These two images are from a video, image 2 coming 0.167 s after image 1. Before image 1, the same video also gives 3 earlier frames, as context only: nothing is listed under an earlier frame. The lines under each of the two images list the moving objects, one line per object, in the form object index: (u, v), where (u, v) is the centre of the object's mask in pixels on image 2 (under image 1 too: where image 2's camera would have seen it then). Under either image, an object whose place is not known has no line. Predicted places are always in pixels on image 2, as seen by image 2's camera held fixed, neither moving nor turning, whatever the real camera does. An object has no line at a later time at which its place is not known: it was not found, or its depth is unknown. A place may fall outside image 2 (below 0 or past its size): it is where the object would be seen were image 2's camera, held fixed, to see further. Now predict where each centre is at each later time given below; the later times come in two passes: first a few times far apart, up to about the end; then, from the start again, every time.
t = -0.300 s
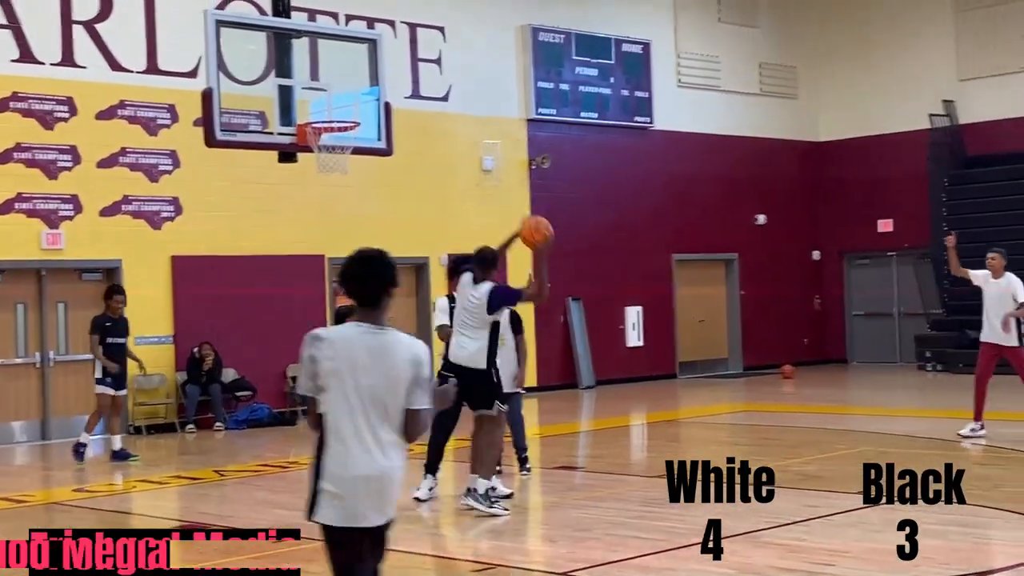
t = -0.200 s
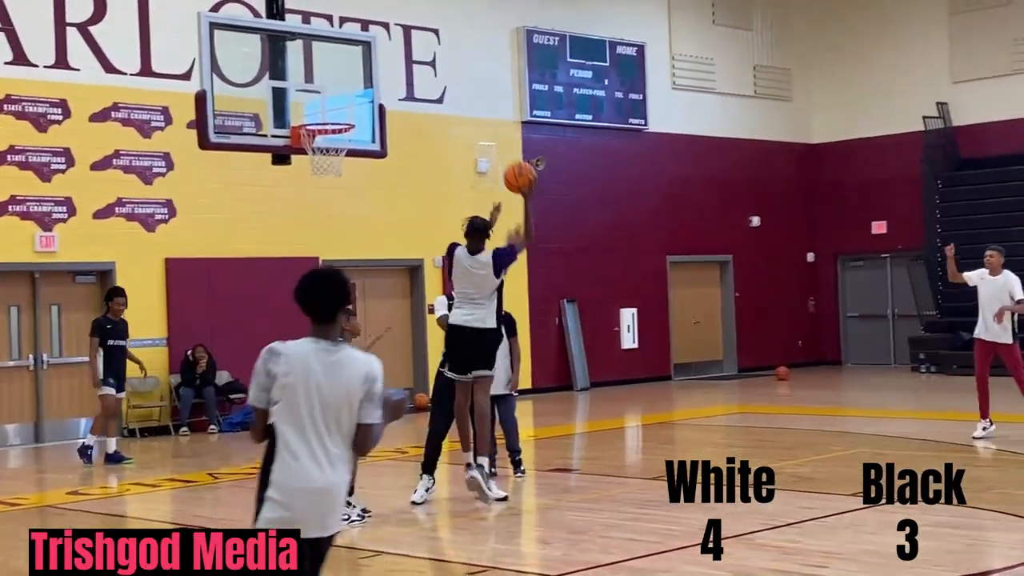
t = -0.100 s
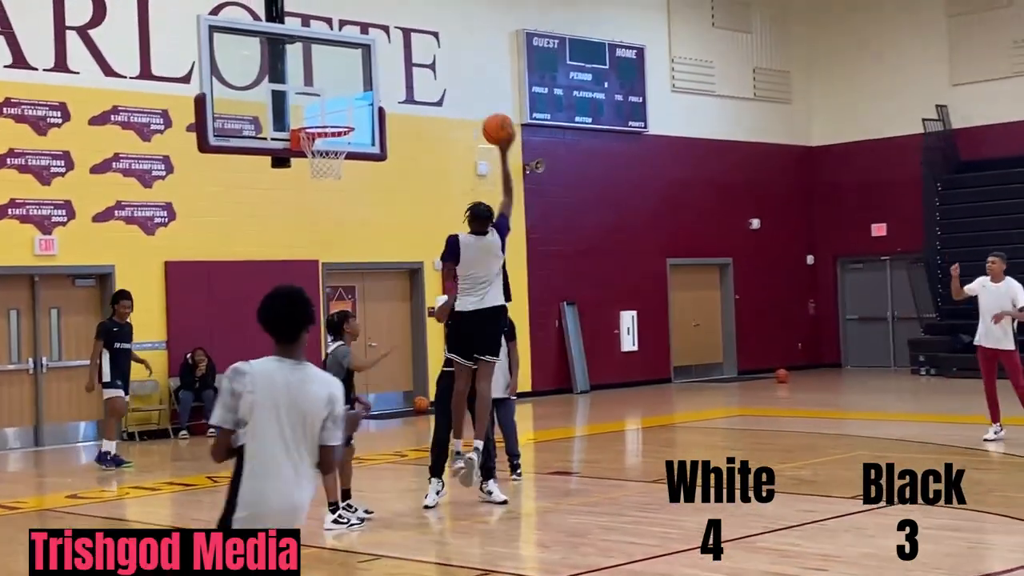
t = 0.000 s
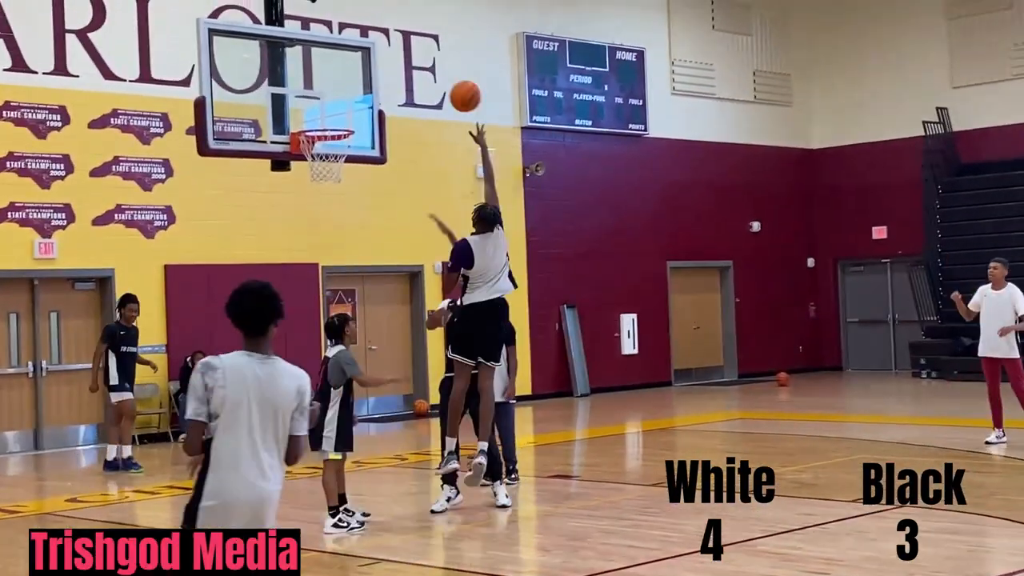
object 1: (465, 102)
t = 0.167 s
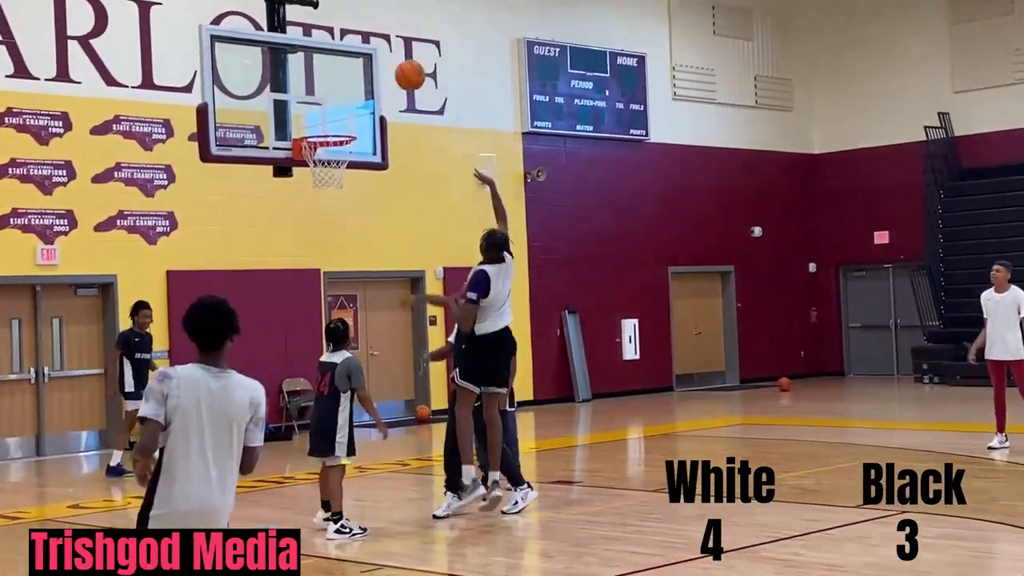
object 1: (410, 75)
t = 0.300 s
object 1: (369, 80)
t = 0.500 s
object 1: (314, 124)
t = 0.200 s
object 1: (399, 74)
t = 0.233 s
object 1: (389, 75)
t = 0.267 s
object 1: (379, 77)
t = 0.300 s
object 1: (369, 80)
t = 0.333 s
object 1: (359, 85)
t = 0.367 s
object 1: (349, 90)
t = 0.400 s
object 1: (340, 97)
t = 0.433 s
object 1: (331, 105)
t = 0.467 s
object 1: (322, 114)
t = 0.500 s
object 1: (314, 124)
